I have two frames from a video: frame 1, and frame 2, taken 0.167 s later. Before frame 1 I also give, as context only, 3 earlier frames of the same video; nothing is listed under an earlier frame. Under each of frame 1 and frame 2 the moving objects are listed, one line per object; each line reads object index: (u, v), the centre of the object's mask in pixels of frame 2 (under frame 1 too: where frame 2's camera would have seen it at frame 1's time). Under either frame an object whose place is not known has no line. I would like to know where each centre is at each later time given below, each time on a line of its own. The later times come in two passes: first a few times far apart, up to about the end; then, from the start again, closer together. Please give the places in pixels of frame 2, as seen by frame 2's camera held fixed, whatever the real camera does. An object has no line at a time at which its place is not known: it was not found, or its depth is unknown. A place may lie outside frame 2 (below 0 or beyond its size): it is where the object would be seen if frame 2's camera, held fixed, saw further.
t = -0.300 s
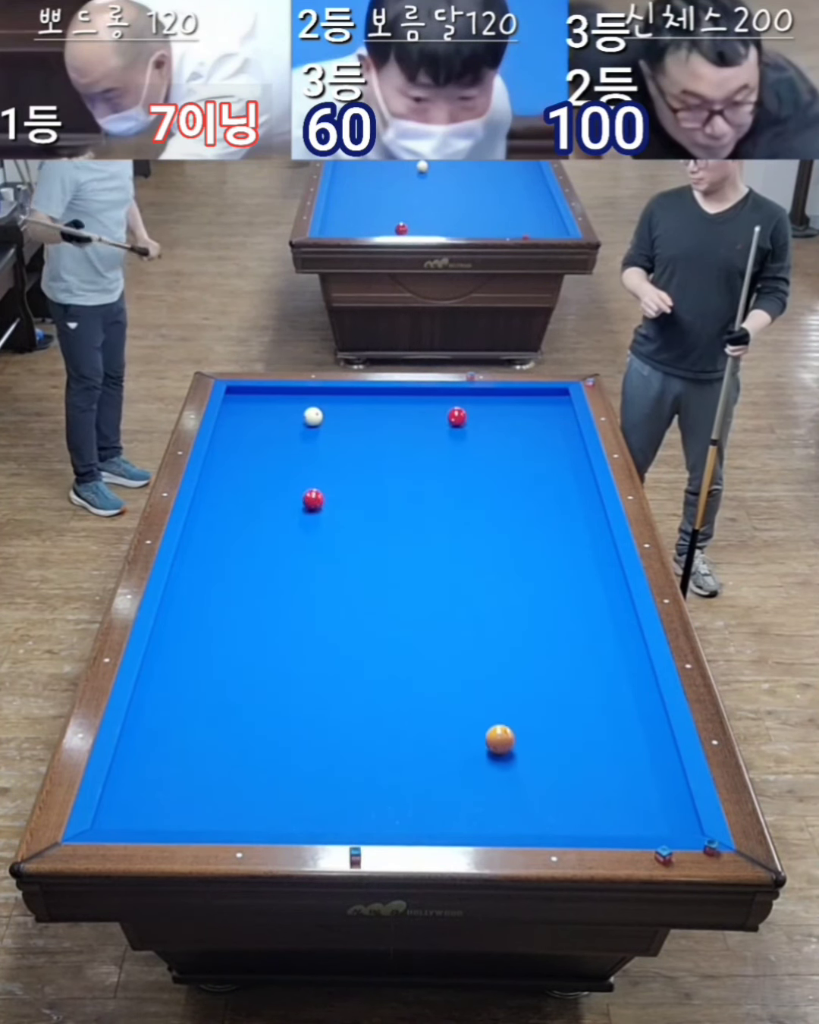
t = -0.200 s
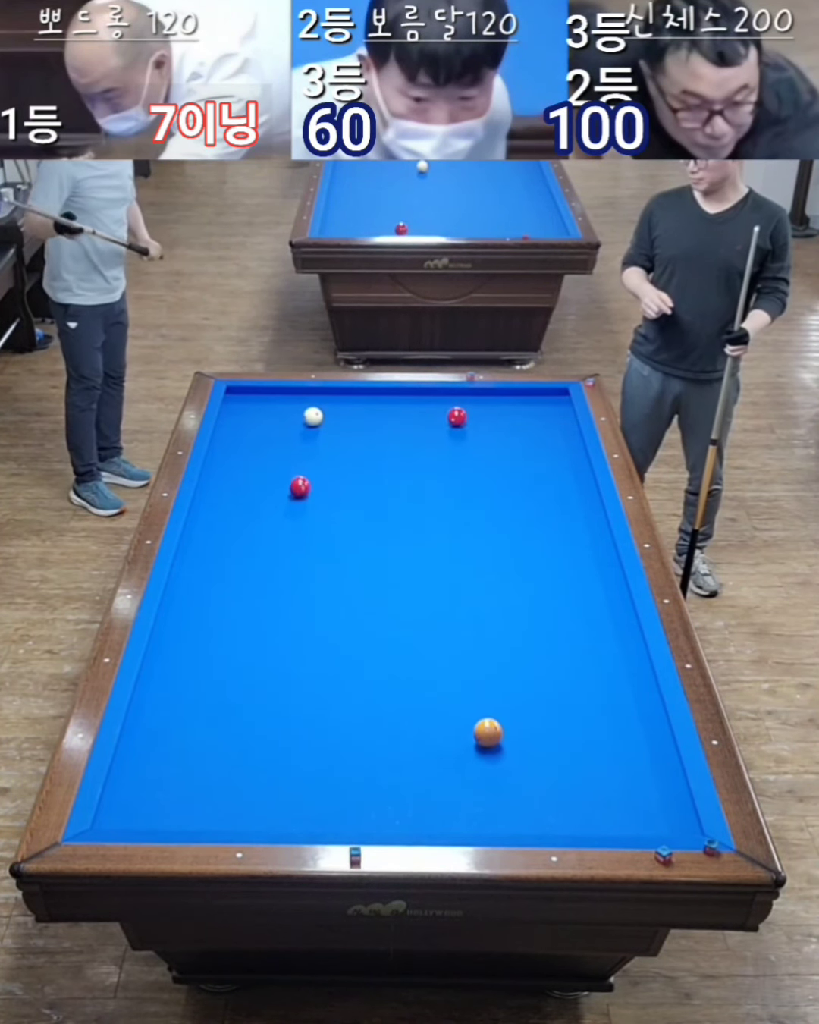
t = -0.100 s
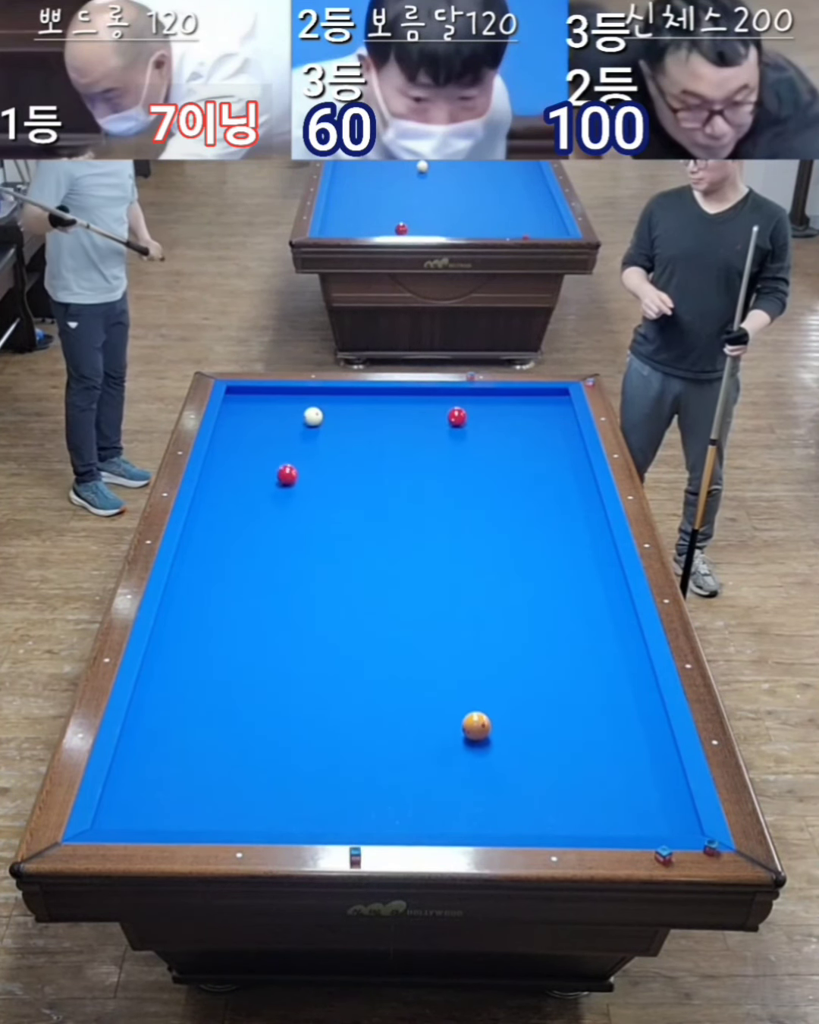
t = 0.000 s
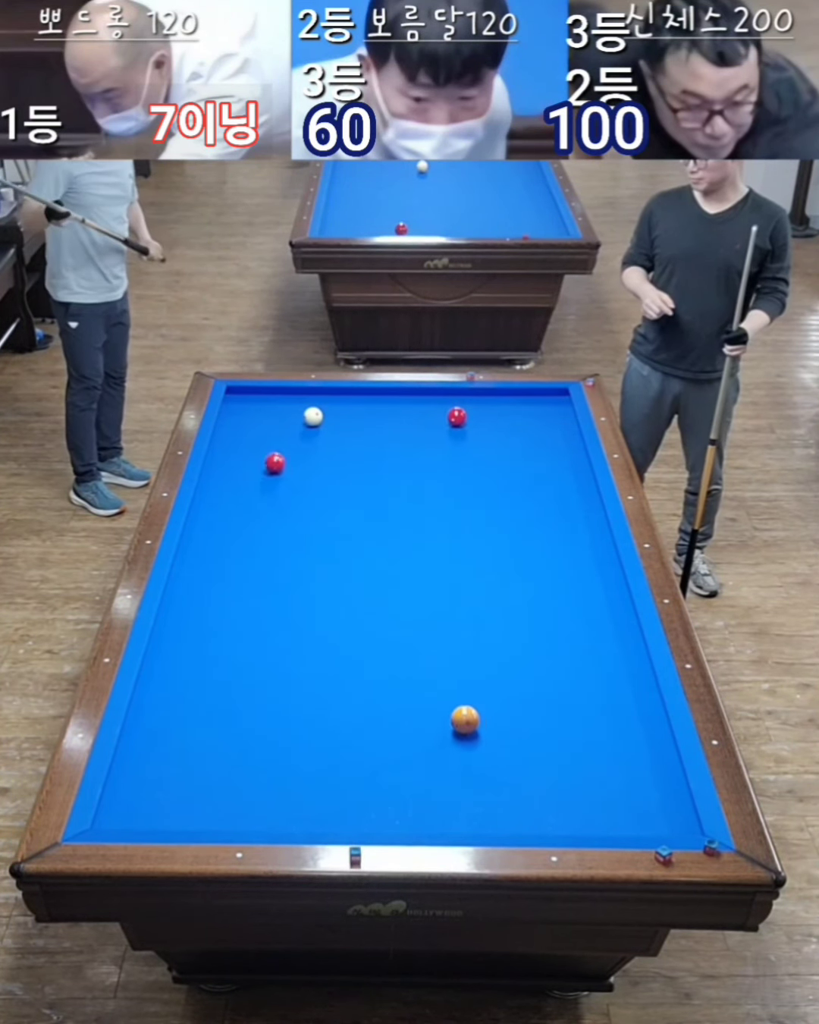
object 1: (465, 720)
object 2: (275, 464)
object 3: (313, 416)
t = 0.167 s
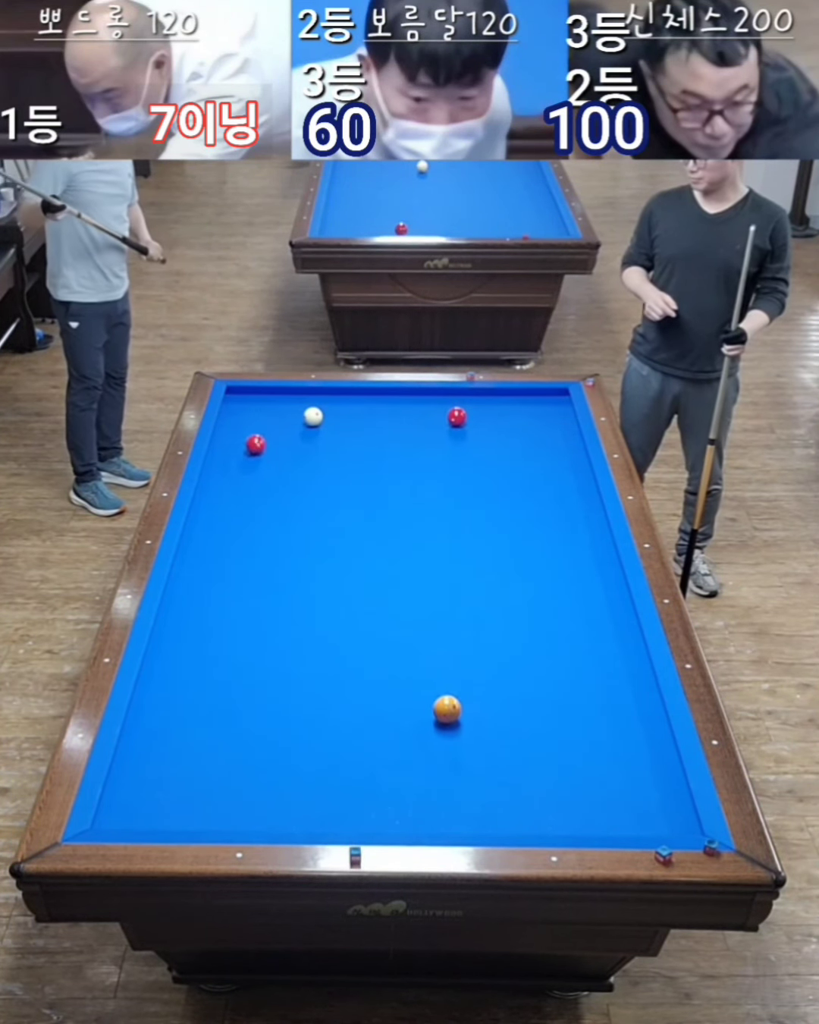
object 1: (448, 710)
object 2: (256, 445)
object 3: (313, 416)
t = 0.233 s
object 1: (440, 706)
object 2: (249, 438)
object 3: (313, 416)
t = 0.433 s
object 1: (420, 694)
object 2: (228, 418)
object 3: (313, 416)
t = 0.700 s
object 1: (394, 680)
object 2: (251, 397)
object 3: (313, 416)
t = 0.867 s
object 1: (380, 671)
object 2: (265, 395)
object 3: (313, 416)
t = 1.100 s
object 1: (360, 660)
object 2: (285, 404)
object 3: (313, 416)
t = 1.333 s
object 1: (341, 650)
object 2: (301, 412)
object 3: (317, 418)
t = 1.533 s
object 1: (326, 641)
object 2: (305, 414)
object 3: (330, 423)
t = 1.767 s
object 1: (310, 630)
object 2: (308, 417)
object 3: (345, 429)
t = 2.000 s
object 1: (295, 621)
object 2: (311, 419)
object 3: (360, 434)
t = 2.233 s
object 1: (281, 613)
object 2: (313, 421)
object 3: (374, 440)
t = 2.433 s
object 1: (269, 605)
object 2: (315, 423)
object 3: (386, 445)
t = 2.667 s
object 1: (257, 598)
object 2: (317, 424)
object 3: (400, 450)
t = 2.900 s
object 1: (245, 590)
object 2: (319, 426)
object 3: (414, 455)
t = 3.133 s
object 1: (234, 583)
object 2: (320, 427)
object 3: (427, 460)
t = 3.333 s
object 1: (224, 578)
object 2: (321, 428)
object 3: (438, 464)
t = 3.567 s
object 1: (214, 571)
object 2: (321, 429)
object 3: (451, 469)
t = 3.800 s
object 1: (205, 565)
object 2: (322, 430)
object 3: (464, 474)
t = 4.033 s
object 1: (197, 559)
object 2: (322, 430)
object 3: (476, 479)
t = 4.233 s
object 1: (190, 555)
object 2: (322, 430)
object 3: (486, 482)
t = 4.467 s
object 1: (191, 551)
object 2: (322, 430)
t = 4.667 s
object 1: (196, 548)
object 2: (322, 430)
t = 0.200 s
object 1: (444, 708)
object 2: (252, 441)
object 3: (313, 416)
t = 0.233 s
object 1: (440, 706)
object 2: (249, 438)
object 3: (313, 416)
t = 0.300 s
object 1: (434, 702)
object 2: (241, 431)
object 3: (313, 416)
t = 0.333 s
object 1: (430, 700)
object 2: (238, 427)
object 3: (313, 416)
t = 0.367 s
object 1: (427, 698)
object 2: (234, 424)
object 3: (313, 416)
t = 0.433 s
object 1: (420, 694)
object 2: (228, 418)
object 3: (313, 416)
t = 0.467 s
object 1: (417, 692)
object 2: (230, 415)
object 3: (313, 416)
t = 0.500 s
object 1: (413, 690)
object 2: (234, 412)
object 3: (313, 416)
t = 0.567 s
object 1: (407, 687)
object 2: (240, 407)
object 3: (313, 416)
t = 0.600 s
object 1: (404, 685)
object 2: (243, 404)
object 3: (313, 416)
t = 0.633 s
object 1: (401, 683)
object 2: (245, 402)
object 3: (313, 416)
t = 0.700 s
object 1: (394, 680)
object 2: (251, 397)
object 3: (313, 416)
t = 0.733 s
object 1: (391, 678)
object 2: (254, 394)
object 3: (313, 416)
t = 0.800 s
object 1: (385, 675)
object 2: (259, 392)
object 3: (313, 416)
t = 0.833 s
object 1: (382, 673)
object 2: (262, 393)
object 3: (313, 416)
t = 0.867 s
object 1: (380, 671)
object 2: (265, 395)
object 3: (313, 416)
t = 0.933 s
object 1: (374, 668)
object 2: (271, 397)
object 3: (313, 416)
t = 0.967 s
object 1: (371, 666)
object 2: (274, 399)
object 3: (313, 416)
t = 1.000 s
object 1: (368, 665)
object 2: (277, 400)
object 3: (313, 416)
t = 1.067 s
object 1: (363, 662)
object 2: (283, 403)
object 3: (313, 416)
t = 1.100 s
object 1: (360, 660)
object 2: (285, 404)
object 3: (313, 416)
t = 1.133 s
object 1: (357, 659)
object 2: (288, 406)
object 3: (313, 416)
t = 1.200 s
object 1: (352, 655)
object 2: (294, 408)
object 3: (313, 416)
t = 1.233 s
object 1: (349, 654)
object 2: (297, 410)
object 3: (313, 417)
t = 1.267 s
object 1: (346, 653)
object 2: (299, 411)
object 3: (313, 416)
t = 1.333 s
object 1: (341, 650)
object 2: (301, 412)
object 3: (317, 418)
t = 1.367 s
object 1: (339, 648)
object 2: (302, 413)
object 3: (320, 419)
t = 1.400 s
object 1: (336, 646)
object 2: (303, 413)
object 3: (322, 420)
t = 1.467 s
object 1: (331, 644)
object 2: (304, 414)
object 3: (326, 422)
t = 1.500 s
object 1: (329, 642)
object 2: (304, 414)
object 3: (328, 422)
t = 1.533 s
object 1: (326, 641)
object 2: (305, 414)
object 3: (330, 423)
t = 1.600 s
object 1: (322, 638)
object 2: (306, 415)
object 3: (335, 425)
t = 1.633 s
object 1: (320, 636)
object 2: (306, 416)
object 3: (337, 426)
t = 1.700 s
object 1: (315, 633)
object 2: (307, 416)
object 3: (341, 427)
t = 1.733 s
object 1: (313, 632)
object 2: (307, 416)
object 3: (343, 428)
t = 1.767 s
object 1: (310, 630)
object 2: (308, 417)
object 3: (345, 429)
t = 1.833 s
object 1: (306, 628)
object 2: (309, 417)
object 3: (349, 431)
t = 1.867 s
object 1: (304, 626)
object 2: (309, 418)
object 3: (351, 431)
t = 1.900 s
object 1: (302, 625)
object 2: (310, 418)
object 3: (353, 432)
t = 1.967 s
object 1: (297, 622)
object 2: (310, 419)
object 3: (357, 434)
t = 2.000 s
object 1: (295, 621)
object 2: (311, 419)
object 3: (360, 434)
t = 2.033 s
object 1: (293, 620)
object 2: (311, 419)
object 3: (362, 435)
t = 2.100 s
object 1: (289, 617)
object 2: (312, 420)
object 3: (366, 437)
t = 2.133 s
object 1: (287, 616)
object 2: (312, 420)
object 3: (368, 438)
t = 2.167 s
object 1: (285, 615)
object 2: (312, 420)
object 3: (370, 438)
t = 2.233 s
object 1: (281, 613)
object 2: (313, 421)
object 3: (374, 440)
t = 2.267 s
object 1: (279, 611)
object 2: (313, 421)
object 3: (376, 441)
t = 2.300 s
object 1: (277, 610)
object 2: (314, 422)
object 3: (378, 442)
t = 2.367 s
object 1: (273, 608)
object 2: (315, 422)
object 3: (382, 443)
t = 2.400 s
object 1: (271, 607)
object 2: (315, 422)
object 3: (384, 444)
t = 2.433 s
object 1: (269, 605)
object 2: (315, 423)
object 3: (386, 445)
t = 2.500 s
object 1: (265, 603)
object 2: (316, 423)
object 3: (390, 446)
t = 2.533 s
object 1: (264, 602)
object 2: (316, 423)
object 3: (392, 447)
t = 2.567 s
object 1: (262, 601)
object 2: (316, 424)
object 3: (394, 448)
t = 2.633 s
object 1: (258, 599)
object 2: (317, 424)
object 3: (398, 449)
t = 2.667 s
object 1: (257, 598)
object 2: (317, 424)
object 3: (400, 450)
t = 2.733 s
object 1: (253, 595)
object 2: (318, 425)
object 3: (404, 451)
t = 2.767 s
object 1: (251, 594)
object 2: (318, 425)
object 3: (406, 452)
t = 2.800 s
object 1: (250, 593)
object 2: (318, 425)
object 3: (408, 453)
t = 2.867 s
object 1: (246, 591)
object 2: (318, 426)
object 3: (412, 455)
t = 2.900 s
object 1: (245, 590)
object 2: (319, 426)
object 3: (414, 455)
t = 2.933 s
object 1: (243, 589)
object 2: (319, 426)
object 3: (416, 456)
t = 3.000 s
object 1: (240, 587)
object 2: (319, 426)
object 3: (420, 458)
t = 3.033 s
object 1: (238, 586)
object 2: (319, 427)
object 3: (422, 458)
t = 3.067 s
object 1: (237, 585)
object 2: (320, 427)
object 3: (423, 459)
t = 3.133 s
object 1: (234, 583)
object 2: (320, 427)
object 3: (427, 460)
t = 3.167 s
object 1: (232, 582)
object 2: (320, 427)
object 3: (429, 461)
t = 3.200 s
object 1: (230, 581)
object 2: (320, 427)
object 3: (431, 462)
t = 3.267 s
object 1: (227, 579)
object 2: (320, 428)
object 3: (435, 463)
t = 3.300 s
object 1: (226, 578)
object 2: (320, 428)
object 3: (437, 464)
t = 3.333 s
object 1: (224, 578)
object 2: (321, 428)
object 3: (438, 464)
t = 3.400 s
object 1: (221, 576)
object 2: (321, 428)
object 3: (442, 466)
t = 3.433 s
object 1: (220, 575)
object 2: (321, 428)
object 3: (444, 466)
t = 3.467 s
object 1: (219, 574)
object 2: (321, 428)
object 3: (446, 467)
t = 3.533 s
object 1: (216, 572)
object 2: (321, 429)
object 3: (450, 469)
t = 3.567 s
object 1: (214, 571)
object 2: (321, 429)
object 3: (451, 469)
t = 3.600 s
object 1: (213, 570)
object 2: (321, 429)
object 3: (453, 470)
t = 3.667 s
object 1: (210, 568)
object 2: (321, 429)
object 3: (457, 471)
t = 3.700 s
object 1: (209, 568)
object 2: (321, 429)
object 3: (459, 472)
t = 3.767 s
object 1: (207, 566)
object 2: (321, 430)
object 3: (462, 473)
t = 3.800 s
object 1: (205, 565)
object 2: (322, 430)
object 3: (464, 474)
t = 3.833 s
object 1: (204, 564)
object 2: (322, 430)
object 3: (466, 475)
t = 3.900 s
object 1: (202, 562)
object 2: (322, 430)
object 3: (469, 476)
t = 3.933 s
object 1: (200, 562)
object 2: (322, 430)
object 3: (471, 477)
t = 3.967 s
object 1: (199, 561)
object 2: (322, 430)
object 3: (473, 477)
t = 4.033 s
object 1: (197, 559)
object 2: (322, 430)
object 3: (476, 479)
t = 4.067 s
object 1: (195, 558)
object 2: (322, 430)
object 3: (478, 479)
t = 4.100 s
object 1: (194, 558)
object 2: (322, 430)
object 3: (479, 480)
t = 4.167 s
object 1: (192, 556)
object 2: (322, 430)
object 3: (483, 481)
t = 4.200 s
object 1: (191, 555)
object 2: (322, 430)
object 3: (484, 482)
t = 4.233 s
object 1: (190, 555)
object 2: (322, 430)
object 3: (486, 482)
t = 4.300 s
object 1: (188, 553)
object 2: (322, 430)
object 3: (490, 484)
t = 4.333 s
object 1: (188, 553)
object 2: (322, 431)
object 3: (491, 484)
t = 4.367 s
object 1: (189, 552)
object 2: (322, 430)
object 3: (493, 485)
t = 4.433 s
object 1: (190, 551)
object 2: (322, 430)
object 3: (496, 486)
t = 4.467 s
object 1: (191, 551)
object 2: (322, 430)
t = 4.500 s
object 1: (192, 550)
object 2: (322, 431)
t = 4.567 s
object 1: (194, 549)
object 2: (322, 430)
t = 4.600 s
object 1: (195, 549)
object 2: (322, 430)
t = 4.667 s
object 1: (196, 548)
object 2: (322, 430)
